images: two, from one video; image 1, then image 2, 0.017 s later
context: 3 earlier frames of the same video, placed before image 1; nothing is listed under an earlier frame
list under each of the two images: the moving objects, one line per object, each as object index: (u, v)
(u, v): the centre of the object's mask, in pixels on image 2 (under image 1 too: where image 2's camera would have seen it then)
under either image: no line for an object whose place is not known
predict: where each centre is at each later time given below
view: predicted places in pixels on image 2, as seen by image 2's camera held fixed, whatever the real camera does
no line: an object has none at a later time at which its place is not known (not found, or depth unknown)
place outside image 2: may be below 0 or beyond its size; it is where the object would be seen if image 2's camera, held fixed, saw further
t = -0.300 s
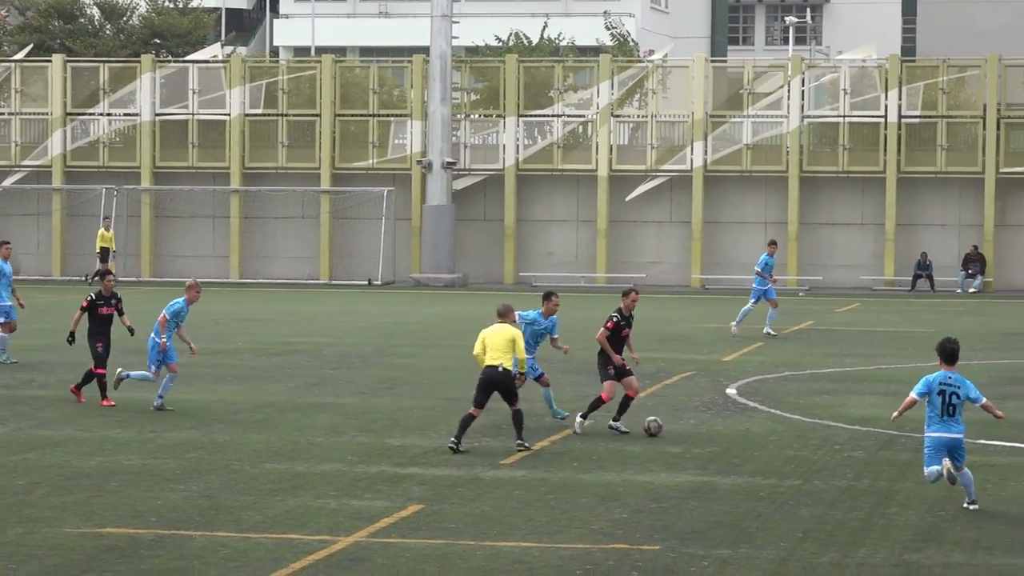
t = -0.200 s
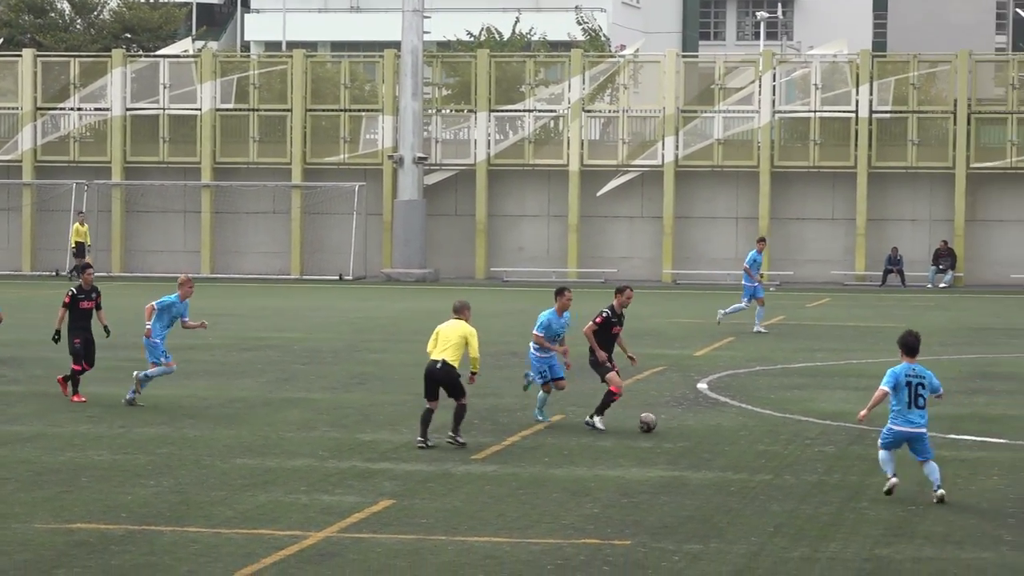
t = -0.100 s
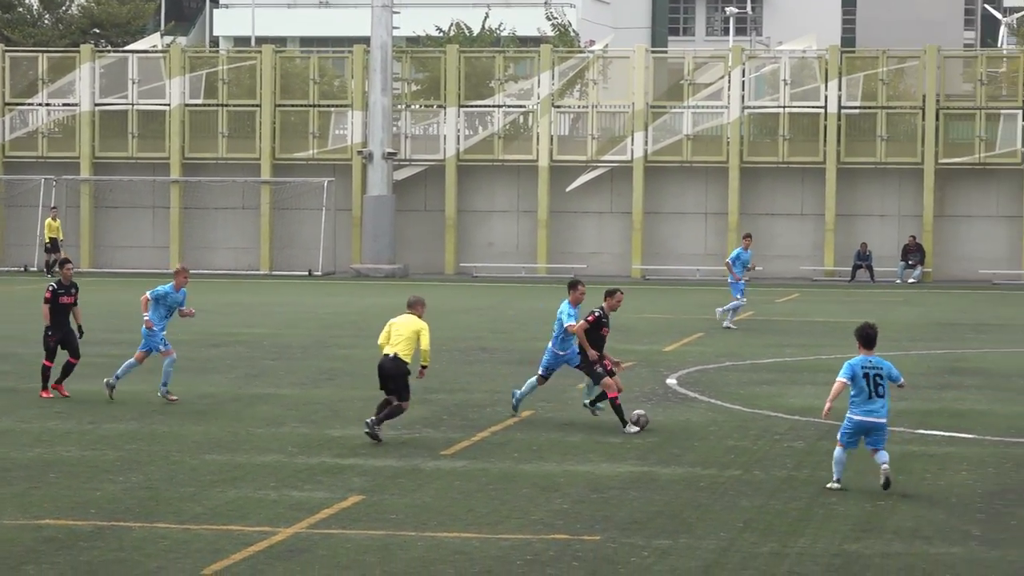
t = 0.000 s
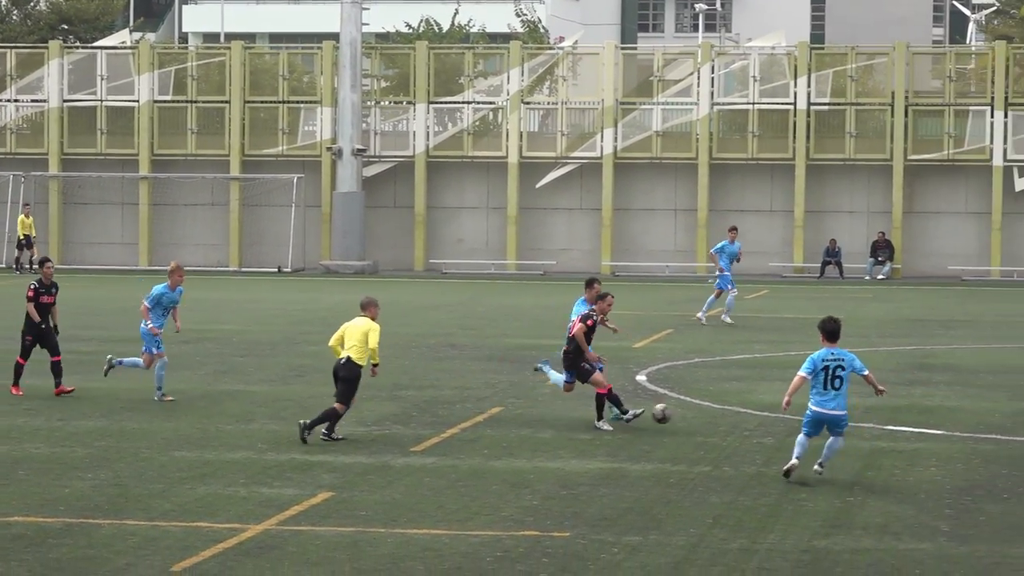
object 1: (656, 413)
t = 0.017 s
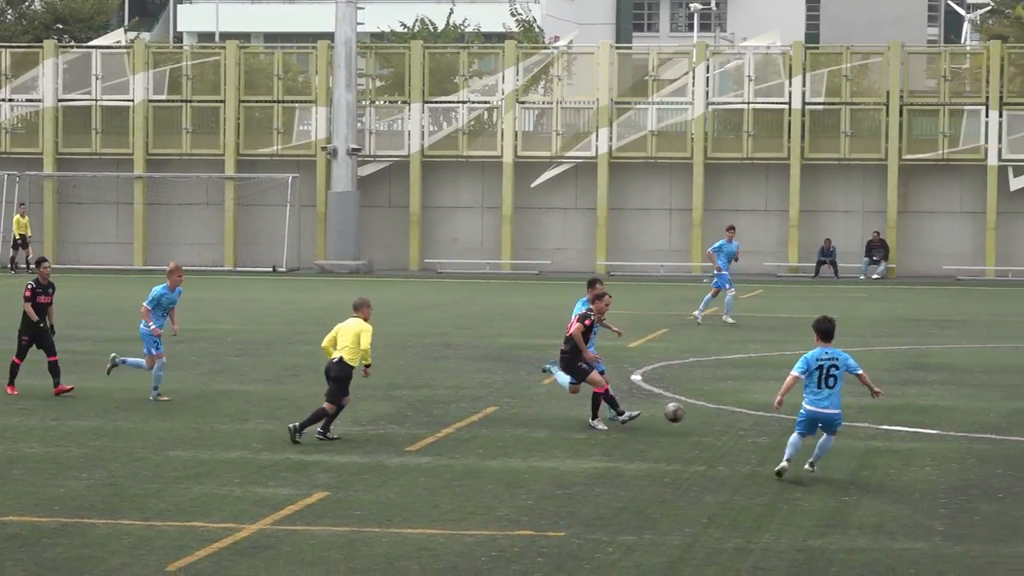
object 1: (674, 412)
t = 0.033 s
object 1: (691, 411)
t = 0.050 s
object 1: (709, 411)
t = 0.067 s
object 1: (727, 411)
